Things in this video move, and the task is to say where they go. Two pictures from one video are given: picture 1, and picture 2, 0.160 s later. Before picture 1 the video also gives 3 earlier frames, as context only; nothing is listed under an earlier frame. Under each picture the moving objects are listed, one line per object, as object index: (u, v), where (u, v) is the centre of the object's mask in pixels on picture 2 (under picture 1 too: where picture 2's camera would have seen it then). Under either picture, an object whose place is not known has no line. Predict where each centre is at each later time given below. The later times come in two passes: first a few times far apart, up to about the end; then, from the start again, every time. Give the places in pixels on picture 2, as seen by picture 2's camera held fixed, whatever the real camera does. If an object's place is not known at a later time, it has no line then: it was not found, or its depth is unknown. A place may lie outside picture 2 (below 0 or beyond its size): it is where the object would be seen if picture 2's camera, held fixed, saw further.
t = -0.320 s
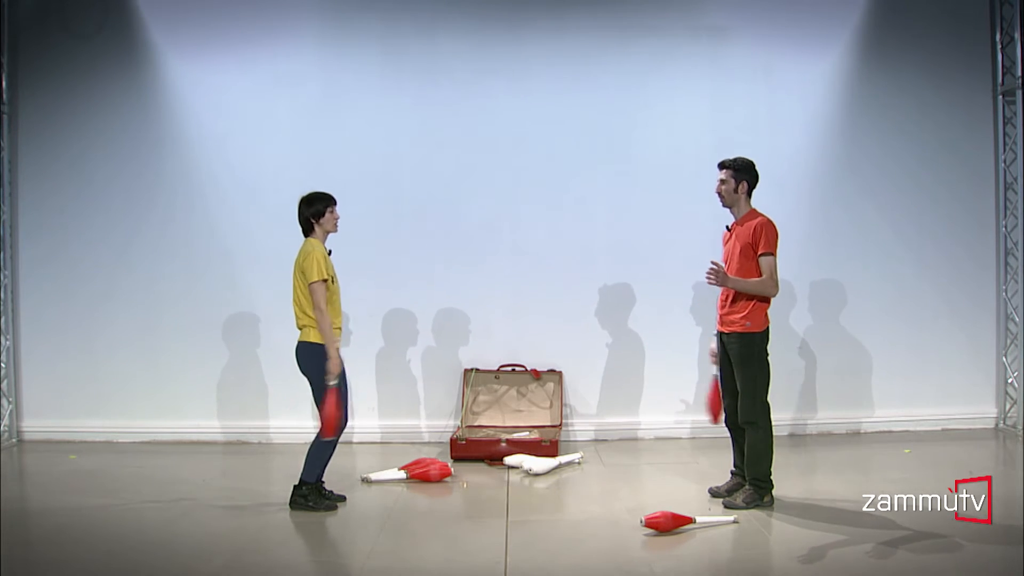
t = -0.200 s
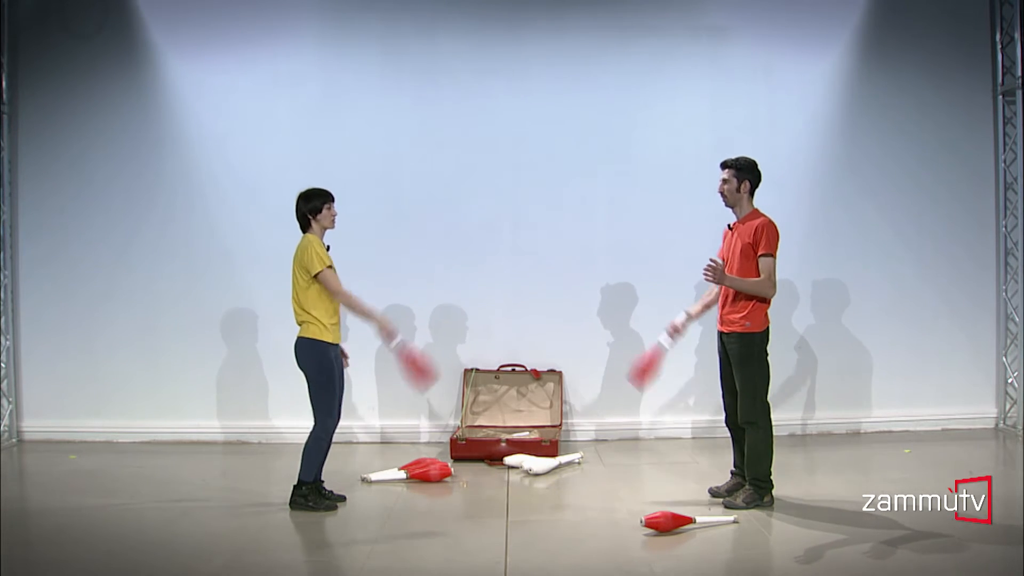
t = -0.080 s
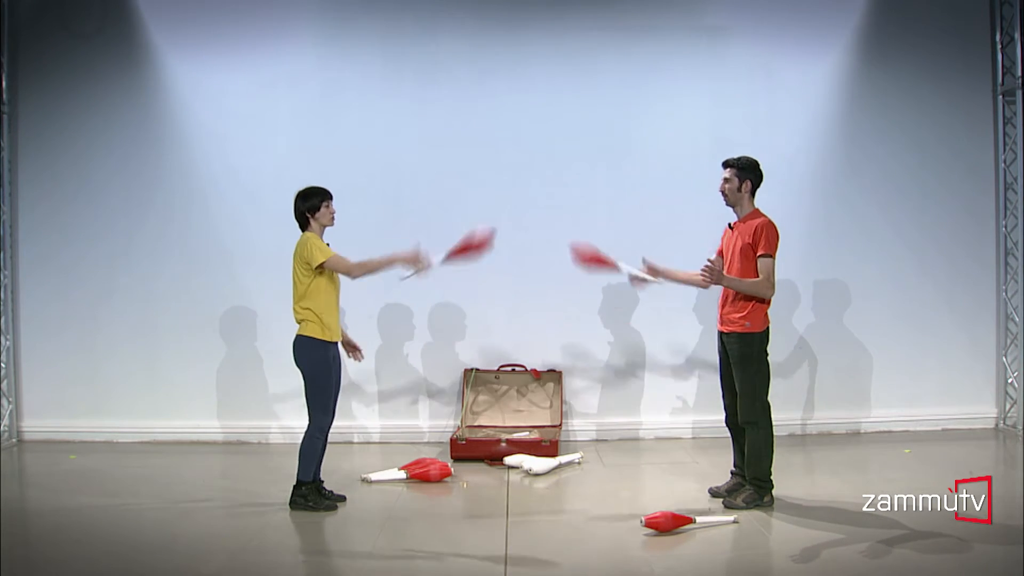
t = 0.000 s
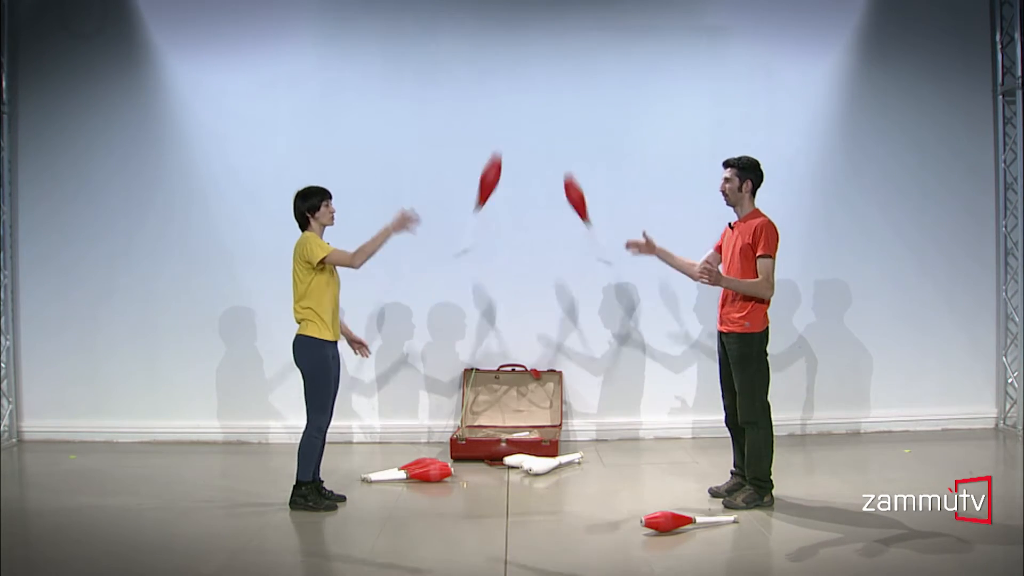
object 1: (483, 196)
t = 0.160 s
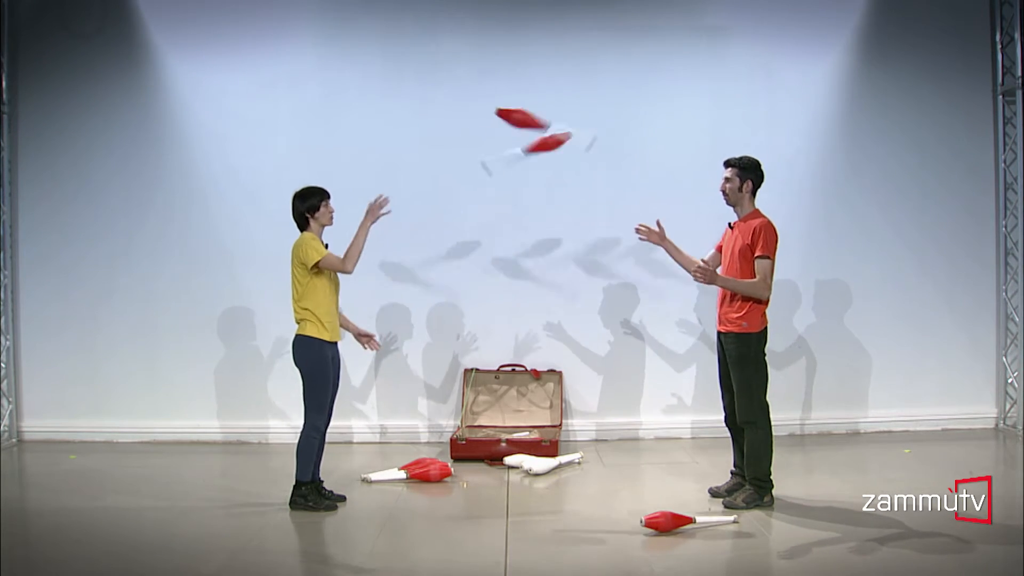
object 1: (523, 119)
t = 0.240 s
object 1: (567, 106)
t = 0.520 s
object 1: (656, 147)
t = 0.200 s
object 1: (559, 113)
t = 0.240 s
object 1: (567, 106)
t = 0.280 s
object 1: (578, 104)
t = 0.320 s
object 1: (591, 105)
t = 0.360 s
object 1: (606, 109)
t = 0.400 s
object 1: (622, 114)
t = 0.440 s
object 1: (637, 122)
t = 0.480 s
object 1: (646, 130)
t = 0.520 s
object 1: (656, 147)
